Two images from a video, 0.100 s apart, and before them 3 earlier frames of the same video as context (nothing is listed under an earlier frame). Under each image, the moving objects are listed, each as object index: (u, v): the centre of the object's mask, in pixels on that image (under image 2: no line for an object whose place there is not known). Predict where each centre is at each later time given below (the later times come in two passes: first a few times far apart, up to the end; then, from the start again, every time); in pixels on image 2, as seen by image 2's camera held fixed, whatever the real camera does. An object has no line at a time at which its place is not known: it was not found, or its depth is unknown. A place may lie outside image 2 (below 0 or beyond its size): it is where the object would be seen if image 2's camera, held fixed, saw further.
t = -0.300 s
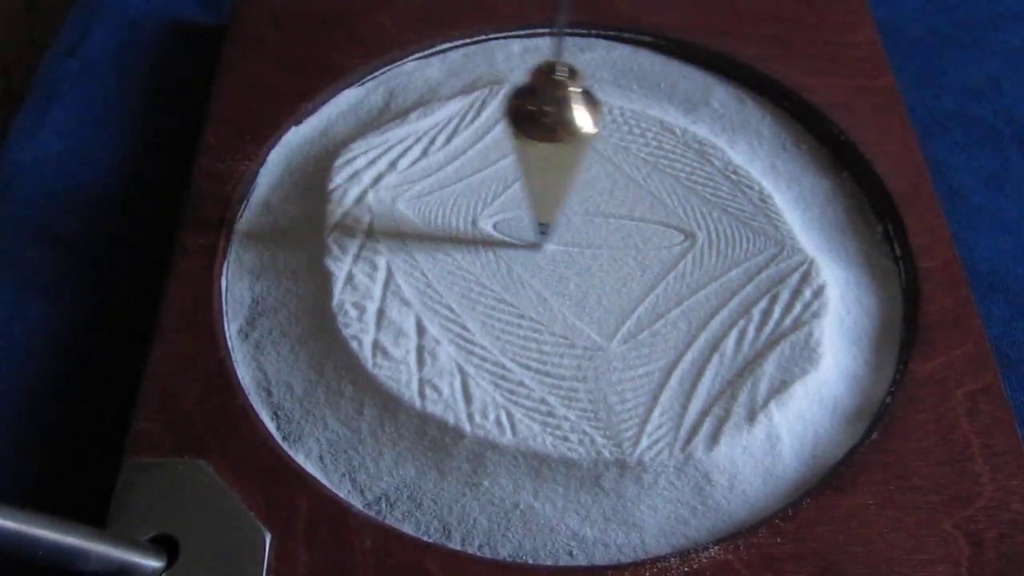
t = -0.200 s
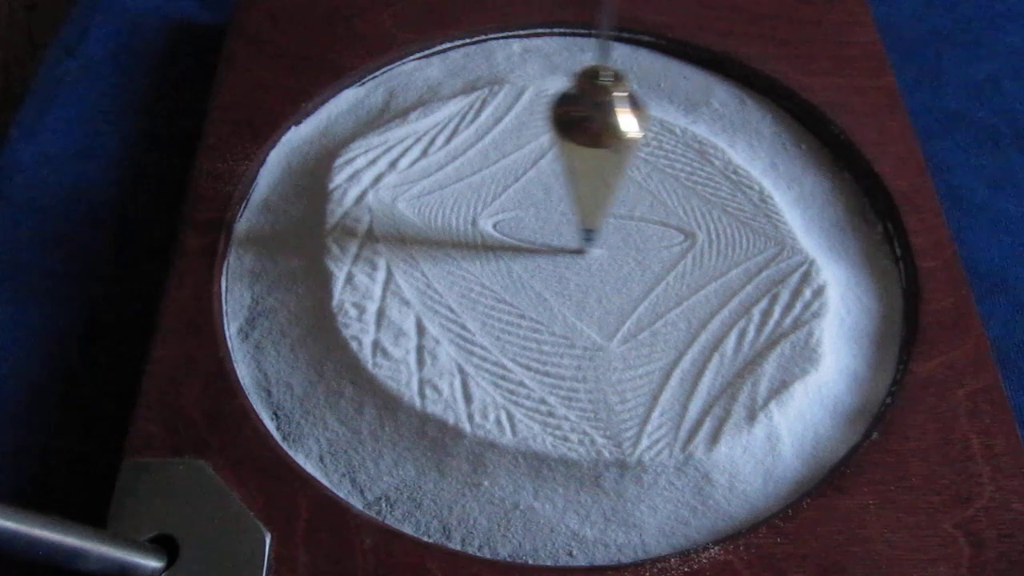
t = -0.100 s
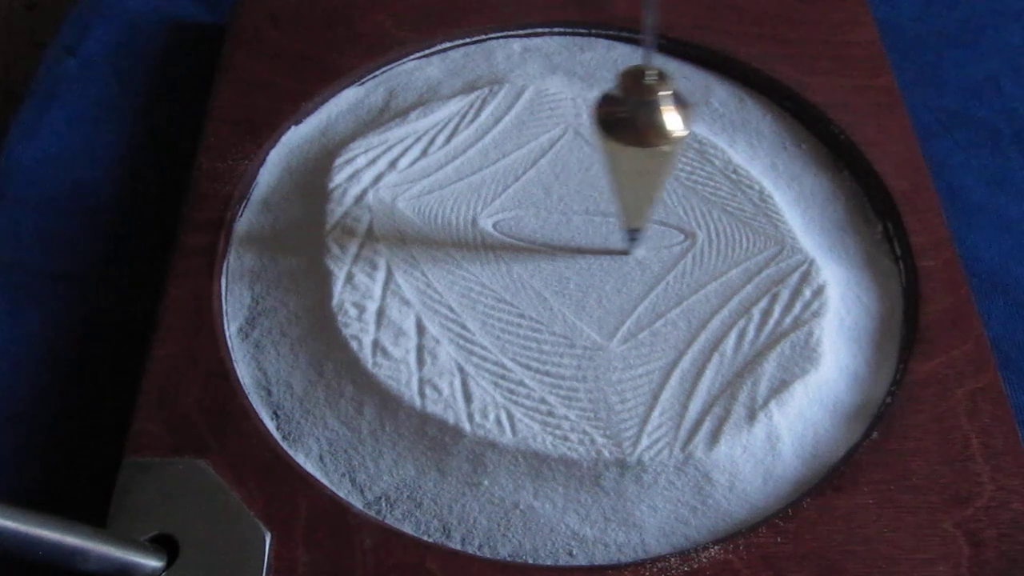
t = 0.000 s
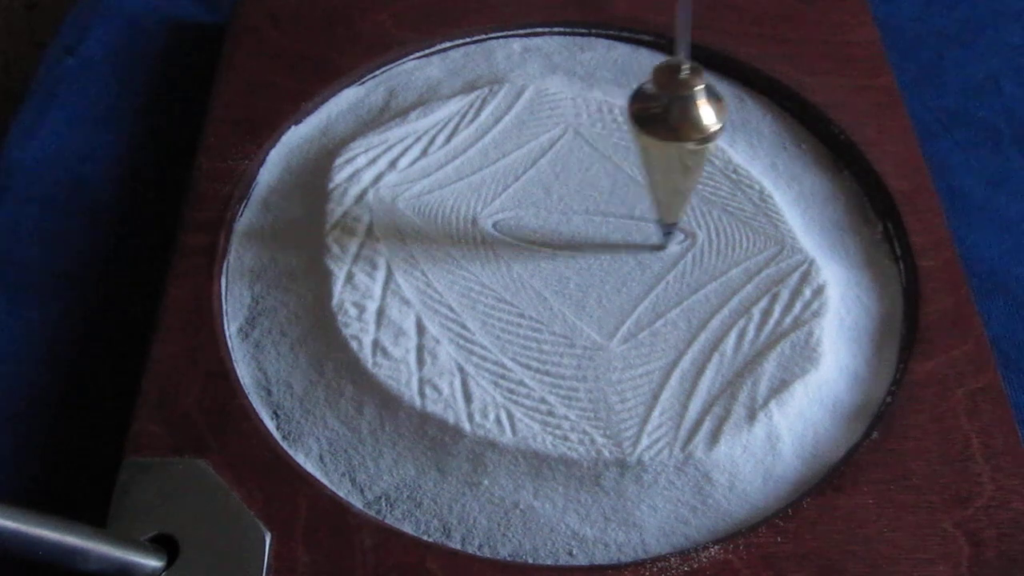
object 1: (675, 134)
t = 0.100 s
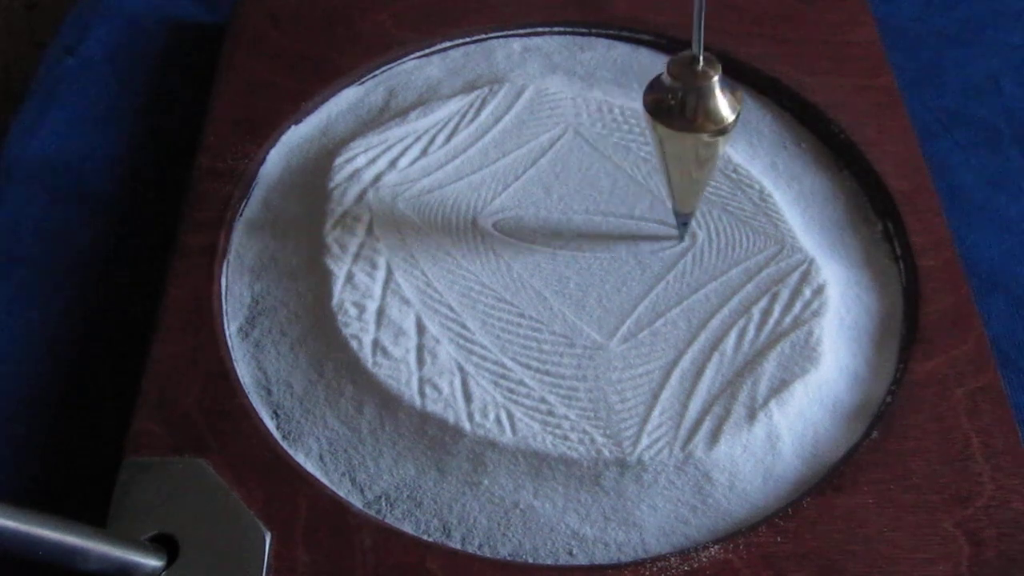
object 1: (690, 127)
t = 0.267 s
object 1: (668, 111)
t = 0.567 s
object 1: (549, 101)
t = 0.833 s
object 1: (506, 121)
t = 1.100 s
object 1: (595, 144)
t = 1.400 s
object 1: (687, 127)
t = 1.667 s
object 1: (633, 101)
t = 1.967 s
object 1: (520, 104)
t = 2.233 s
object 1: (529, 134)
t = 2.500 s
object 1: (635, 147)
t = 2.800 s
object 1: (678, 115)
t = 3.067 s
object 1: (593, 93)
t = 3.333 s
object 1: (514, 109)
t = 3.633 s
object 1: (565, 148)
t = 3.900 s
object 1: (664, 143)
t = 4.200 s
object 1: (654, 101)
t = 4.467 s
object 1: (557, 91)
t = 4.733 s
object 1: (516, 122)
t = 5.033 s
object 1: (605, 156)
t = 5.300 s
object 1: (676, 130)
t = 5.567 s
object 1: (631, 92)
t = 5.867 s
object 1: (533, 97)
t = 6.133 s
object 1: (536, 141)
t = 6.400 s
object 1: (627, 157)
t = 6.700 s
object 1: (668, 114)
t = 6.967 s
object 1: (596, 84)
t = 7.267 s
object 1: (525, 111)
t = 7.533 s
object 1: (567, 156)
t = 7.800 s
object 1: (652, 151)
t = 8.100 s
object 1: (645, 96)
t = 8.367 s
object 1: (566, 83)
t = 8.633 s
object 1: (529, 124)
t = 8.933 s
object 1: (601, 165)
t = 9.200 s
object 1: (661, 135)
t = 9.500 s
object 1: (617, 83)
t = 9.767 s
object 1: (546, 92)
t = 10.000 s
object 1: (541, 138)
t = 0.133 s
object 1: (690, 124)
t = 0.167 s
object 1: (688, 120)
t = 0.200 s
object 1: (683, 117)
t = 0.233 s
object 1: (677, 114)
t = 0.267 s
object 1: (668, 111)
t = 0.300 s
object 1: (658, 108)
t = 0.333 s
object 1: (646, 106)
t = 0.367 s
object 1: (633, 103)
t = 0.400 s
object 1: (620, 102)
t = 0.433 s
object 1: (606, 102)
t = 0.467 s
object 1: (590, 101)
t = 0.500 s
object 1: (576, 102)
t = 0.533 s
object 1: (562, 101)
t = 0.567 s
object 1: (549, 101)
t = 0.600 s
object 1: (536, 102)
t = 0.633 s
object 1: (526, 103)
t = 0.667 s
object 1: (517, 106)
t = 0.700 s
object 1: (510, 108)
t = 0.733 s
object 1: (506, 111)
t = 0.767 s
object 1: (504, 114)
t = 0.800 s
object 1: (504, 118)
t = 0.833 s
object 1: (506, 121)
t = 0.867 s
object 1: (511, 125)
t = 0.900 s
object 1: (518, 129)
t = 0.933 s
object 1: (527, 131)
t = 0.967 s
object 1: (539, 136)
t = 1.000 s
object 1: (551, 138)
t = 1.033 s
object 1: (565, 141)
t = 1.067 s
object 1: (579, 143)
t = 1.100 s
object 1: (595, 144)
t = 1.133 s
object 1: (609, 145)
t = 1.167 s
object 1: (624, 145)
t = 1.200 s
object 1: (638, 144)
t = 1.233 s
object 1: (650, 142)
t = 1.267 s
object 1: (662, 140)
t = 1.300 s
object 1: (671, 137)
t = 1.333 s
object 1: (679, 133)
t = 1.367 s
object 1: (684, 131)
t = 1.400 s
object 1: (687, 127)
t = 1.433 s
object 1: (687, 125)
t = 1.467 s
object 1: (685, 121)
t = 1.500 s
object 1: (680, 117)
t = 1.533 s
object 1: (675, 113)
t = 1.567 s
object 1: (667, 109)
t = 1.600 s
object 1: (657, 106)
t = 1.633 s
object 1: (646, 103)
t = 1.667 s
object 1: (633, 101)
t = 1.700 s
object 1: (620, 99)
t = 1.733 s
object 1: (606, 99)
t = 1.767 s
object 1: (591, 97)
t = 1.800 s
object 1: (578, 98)
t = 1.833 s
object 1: (564, 97)
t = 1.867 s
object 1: (552, 98)
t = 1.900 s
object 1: (539, 100)
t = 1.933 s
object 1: (529, 101)
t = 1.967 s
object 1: (520, 104)
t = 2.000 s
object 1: (514, 107)
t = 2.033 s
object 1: (509, 110)
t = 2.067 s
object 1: (507, 114)
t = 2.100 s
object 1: (507, 118)
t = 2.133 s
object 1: (509, 121)
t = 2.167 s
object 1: (514, 126)
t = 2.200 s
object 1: (520, 130)
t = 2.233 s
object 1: (529, 134)
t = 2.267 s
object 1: (539, 138)
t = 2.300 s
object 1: (552, 141)
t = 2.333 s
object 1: (565, 144)
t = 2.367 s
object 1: (579, 147)
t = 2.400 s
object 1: (593, 148)
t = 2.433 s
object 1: (607, 148)
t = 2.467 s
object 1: (622, 149)
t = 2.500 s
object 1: (635, 147)
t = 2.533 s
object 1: (648, 145)
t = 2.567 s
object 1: (658, 142)
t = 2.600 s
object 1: (667, 139)
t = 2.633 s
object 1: (675, 135)
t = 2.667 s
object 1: (680, 132)
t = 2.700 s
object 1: (683, 129)
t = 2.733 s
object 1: (684, 125)
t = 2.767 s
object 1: (682, 121)
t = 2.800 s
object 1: (678, 115)
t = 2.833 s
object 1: (672, 111)
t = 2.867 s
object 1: (665, 107)
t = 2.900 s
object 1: (656, 103)
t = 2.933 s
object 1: (645, 100)
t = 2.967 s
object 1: (633, 97)
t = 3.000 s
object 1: (620, 95)
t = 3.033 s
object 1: (607, 94)
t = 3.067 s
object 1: (593, 93)
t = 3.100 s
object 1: (580, 93)
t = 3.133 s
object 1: (567, 93)
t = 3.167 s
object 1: (554, 94)
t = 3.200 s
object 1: (543, 96)
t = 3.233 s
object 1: (533, 98)
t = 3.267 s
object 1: (525, 101)
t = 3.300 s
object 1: (518, 104)
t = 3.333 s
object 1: (514, 109)
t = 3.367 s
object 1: (511, 113)
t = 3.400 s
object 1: (511, 118)
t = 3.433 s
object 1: (513, 122)
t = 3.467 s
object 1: (517, 127)
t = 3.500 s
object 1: (523, 133)
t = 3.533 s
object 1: (531, 136)
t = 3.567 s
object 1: (541, 140)
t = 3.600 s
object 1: (553, 144)
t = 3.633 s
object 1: (565, 148)
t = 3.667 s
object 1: (579, 150)
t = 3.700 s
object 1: (592, 152)
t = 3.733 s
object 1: (606, 152)
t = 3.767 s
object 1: (619, 152)
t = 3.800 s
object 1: (633, 151)
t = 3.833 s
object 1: (645, 149)
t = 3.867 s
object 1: (655, 146)
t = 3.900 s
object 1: (664, 143)
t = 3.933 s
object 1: (671, 139)
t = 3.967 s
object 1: (677, 134)
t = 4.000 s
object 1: (679, 130)
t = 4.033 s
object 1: (680, 126)
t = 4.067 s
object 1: (678, 121)
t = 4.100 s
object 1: (675, 115)
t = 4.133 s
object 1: (669, 110)
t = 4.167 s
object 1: (662, 106)
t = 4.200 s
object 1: (654, 101)
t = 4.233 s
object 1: (643, 98)
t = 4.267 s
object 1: (631, 94)
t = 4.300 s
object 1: (620, 92)
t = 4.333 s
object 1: (607, 90)
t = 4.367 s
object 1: (594, 89)
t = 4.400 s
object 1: (582, 89)
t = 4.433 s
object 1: (569, 89)
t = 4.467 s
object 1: (557, 91)
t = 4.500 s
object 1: (546, 93)
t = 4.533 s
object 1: (537, 95)
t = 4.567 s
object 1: (528, 99)
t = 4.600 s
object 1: (522, 103)
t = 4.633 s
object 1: (518, 107)
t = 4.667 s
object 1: (515, 113)
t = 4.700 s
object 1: (515, 118)
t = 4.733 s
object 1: (516, 122)
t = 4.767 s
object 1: (520, 128)
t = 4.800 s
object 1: (526, 134)
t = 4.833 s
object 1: (534, 139)
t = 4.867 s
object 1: (543, 143)
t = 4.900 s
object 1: (554, 148)
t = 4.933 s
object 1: (566, 151)
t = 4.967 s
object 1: (579, 154)
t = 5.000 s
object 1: (591, 155)
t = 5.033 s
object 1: (605, 156)
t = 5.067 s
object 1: (618, 156)
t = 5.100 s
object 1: (631, 154)
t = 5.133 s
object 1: (642, 151)
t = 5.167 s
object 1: (652, 149)
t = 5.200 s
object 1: (661, 145)
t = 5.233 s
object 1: (667, 140)
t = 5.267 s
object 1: (673, 136)
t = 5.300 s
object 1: (676, 130)
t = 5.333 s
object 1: (676, 126)
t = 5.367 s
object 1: (674, 120)
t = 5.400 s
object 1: (672, 113)
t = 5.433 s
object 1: (666, 109)
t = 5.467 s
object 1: (660, 104)
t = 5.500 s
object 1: (652, 99)
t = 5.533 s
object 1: (642, 95)
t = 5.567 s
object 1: (631, 92)
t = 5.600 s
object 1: (620, 88)
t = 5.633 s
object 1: (607, 88)
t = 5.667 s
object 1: (595, 86)
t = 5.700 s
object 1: (583, 87)
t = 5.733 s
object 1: (571, 87)
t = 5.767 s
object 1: (560, 88)
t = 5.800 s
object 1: (549, 91)
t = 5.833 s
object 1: (541, 93)
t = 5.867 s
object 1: (533, 97)
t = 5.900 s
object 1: (527, 101)
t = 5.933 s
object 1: (522, 106)
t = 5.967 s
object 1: (520, 112)
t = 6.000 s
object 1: (519, 117)
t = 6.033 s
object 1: (521, 123)
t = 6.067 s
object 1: (524, 128)
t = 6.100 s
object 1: (529, 135)
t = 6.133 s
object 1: (536, 141)
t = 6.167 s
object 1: (545, 145)
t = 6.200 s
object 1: (555, 150)
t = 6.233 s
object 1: (566, 153)
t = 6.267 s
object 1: (579, 156)
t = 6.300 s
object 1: (591, 158)
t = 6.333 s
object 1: (603, 159)
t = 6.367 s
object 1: (616, 159)
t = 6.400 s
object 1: (627, 157)
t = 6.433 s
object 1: (638, 155)
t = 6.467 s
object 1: (648, 152)
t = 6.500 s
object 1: (656, 147)
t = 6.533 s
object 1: (663, 142)
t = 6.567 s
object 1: (668, 138)
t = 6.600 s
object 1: (670, 133)
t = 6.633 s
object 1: (672, 126)
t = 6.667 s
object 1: (671, 120)
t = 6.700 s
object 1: (668, 114)
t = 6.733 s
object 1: (663, 109)
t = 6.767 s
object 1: (656, 103)
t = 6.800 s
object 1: (649, 98)
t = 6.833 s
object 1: (640, 94)
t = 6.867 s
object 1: (630, 90)
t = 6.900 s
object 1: (619, 87)
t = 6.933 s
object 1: (608, 83)
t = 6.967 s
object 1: (596, 84)
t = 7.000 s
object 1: (585, 84)
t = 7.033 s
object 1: (574, 83)
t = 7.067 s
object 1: (563, 86)
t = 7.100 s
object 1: (553, 88)
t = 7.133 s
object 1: (545, 91)
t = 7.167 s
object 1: (537, 96)
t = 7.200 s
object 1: (531, 100)
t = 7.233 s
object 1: (527, 105)
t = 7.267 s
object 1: (525, 111)
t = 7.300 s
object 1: (524, 117)
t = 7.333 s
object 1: (525, 124)
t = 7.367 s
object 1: (528, 129)
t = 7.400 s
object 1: (533, 136)
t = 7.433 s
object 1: (539, 143)
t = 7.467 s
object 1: (547, 148)
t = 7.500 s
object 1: (557, 153)
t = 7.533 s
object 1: (567, 156)
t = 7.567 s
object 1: (579, 159)
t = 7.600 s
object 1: (590, 161)
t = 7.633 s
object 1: (602, 163)
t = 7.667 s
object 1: (614, 162)
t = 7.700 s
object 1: (625, 161)
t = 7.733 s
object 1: (636, 158)
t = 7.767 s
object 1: (645, 155)
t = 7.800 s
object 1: (652, 151)
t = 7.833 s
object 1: (658, 146)
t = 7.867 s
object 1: (664, 139)
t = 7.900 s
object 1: (666, 134)
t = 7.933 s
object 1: (667, 128)
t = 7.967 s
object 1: (666, 121)
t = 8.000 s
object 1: (663, 114)
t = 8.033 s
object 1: (659, 107)
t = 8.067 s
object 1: (653, 101)
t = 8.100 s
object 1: (645, 96)
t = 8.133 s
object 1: (637, 92)
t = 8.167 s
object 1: (628, 87)
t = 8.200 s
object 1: (618, 84)
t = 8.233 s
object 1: (607, 81)
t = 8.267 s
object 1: (597, 80)
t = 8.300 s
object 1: (586, 79)
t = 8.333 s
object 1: (576, 81)
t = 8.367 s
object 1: (566, 83)
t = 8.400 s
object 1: (556, 85)
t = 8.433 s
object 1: (548, 89)
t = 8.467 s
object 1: (541, 93)
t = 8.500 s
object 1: (536, 98)
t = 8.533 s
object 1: (532, 104)
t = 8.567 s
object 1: (529, 110)
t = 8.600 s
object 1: (528, 117)
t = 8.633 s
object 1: (529, 124)
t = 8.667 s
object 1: (532, 130)
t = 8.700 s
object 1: (536, 137)
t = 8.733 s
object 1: (542, 145)
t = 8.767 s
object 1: (550, 149)
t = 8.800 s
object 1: (559, 153)
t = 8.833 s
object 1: (568, 159)
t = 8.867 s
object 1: (579, 162)
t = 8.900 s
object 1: (590, 164)
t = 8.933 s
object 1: (601, 165)
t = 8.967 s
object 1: (612, 164)
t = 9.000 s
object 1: (623, 163)
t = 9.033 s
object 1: (632, 161)
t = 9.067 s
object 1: (641, 157)
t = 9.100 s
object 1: (648, 153)
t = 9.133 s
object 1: (654, 148)
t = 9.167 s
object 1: (658, 142)
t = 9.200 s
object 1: (661, 135)
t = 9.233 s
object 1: (662, 129)
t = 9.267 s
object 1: (662, 121)
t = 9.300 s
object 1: (659, 114)
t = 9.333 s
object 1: (655, 107)
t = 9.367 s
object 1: (650, 100)
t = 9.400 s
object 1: (643, 95)
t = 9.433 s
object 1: (635, 90)
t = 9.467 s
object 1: (626, 86)
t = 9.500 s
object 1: (617, 83)
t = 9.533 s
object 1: (607, 79)
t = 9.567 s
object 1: (597, 78)
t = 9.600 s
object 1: (588, 77)
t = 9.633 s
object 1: (578, 77)
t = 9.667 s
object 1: (569, 78)
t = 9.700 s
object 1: (560, 83)
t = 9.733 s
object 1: (552, 87)
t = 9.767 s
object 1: (546, 92)
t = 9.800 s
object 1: (541, 97)
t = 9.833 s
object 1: (537, 103)
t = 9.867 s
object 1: (534, 109)
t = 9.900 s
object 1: (533, 117)
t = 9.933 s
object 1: (534, 123)
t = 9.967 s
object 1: (537, 131)
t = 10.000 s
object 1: (541, 138)
